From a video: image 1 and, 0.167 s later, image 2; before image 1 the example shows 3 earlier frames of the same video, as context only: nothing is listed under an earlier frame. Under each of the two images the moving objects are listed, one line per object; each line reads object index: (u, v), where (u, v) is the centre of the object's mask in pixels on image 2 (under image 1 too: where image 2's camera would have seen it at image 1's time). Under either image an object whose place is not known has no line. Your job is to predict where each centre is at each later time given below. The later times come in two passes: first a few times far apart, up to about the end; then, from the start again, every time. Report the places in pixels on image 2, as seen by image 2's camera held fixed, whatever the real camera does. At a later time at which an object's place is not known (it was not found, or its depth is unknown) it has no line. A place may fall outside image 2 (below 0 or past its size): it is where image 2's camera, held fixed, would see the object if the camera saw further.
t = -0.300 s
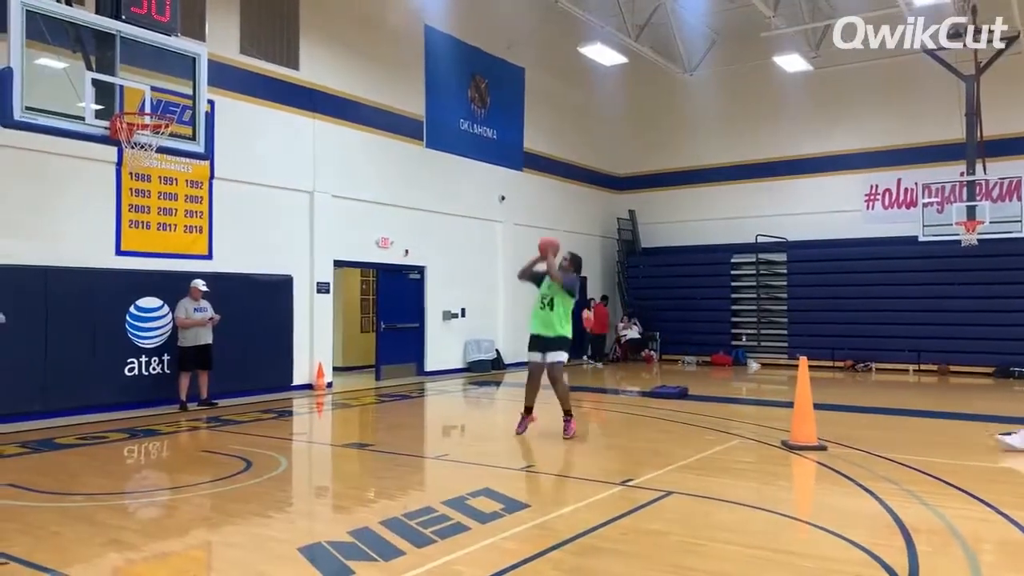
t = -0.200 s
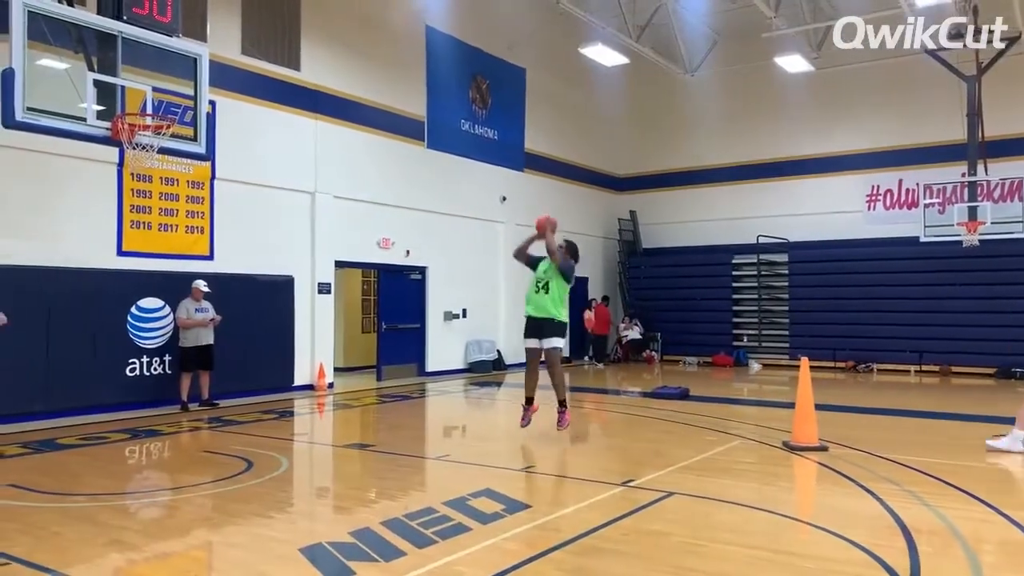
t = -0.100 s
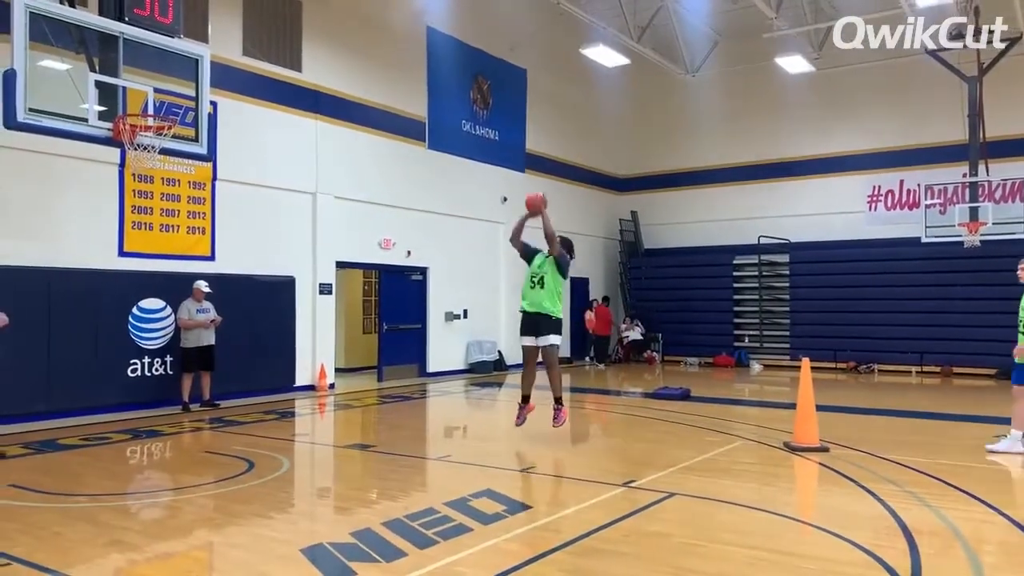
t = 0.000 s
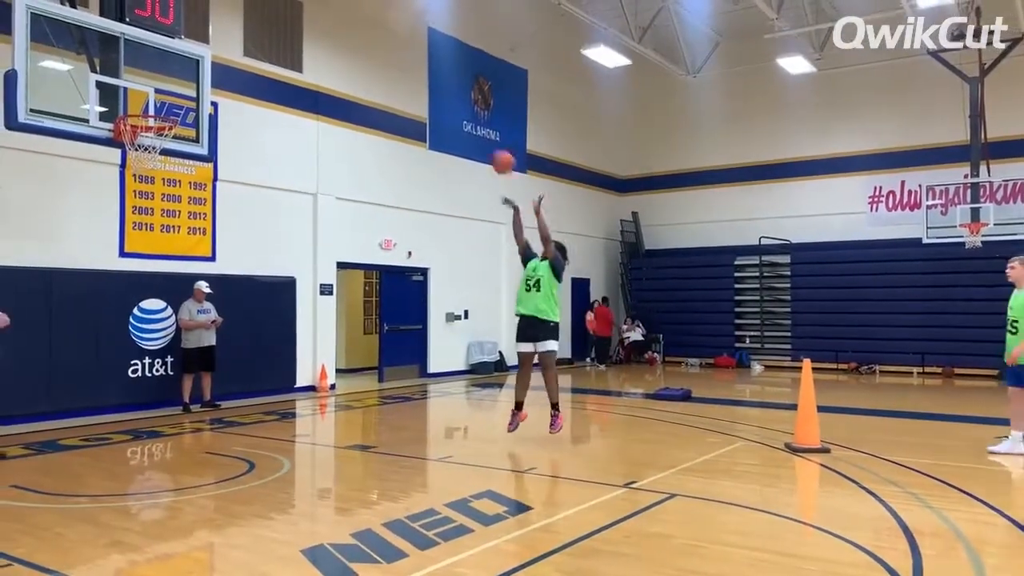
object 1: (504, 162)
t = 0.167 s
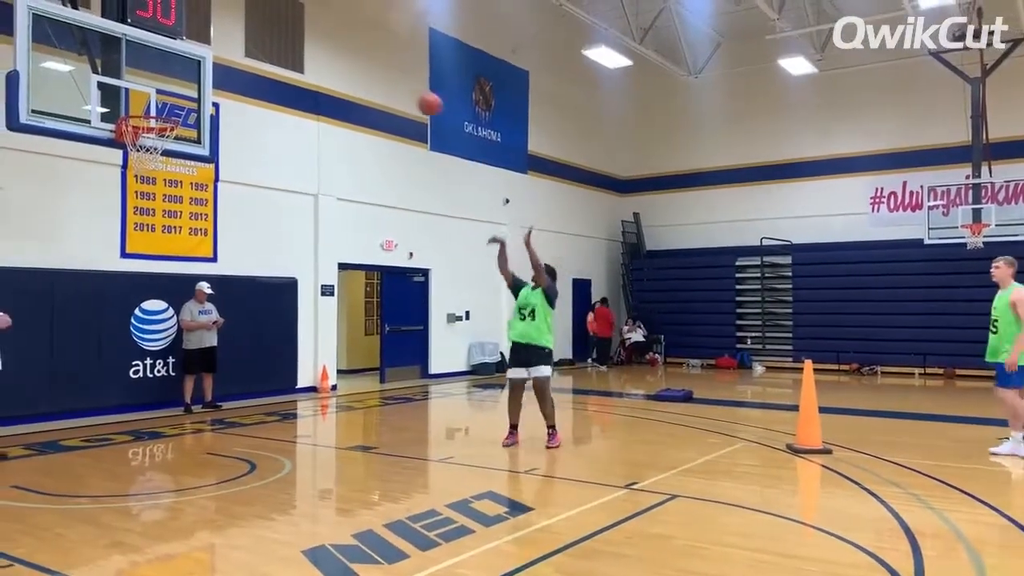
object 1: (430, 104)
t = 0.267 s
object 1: (382, 79)
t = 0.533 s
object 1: (249, 59)
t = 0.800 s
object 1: (147, 101)
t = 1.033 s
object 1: (145, 128)
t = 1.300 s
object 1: (136, 144)
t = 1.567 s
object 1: (154, 169)
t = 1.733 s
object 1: (153, 191)
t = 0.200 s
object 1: (413, 95)
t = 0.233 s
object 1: (398, 87)
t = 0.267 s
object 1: (382, 79)
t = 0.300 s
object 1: (365, 73)
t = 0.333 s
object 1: (349, 68)
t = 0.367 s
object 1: (333, 63)
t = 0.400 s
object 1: (316, 61)
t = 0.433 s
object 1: (300, 59)
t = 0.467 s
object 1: (281, 57)
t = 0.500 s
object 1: (266, 57)
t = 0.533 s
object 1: (249, 59)
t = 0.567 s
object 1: (229, 61)
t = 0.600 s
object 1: (213, 65)
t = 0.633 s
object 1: (194, 71)
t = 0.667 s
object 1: (176, 75)
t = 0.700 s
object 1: (155, 84)
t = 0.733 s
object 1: (150, 88)
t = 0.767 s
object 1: (149, 94)
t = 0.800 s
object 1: (147, 101)
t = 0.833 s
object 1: (145, 108)
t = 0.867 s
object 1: (146, 114)
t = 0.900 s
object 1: (155, 119)
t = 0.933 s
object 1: (162, 124)
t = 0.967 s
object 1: (156, 125)
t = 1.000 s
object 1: (145, 127)
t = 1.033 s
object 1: (145, 128)
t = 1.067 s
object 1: (142, 131)
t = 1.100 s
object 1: (130, 135)
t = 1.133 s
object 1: (129, 138)
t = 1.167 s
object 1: (128, 142)
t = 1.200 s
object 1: (128, 143)
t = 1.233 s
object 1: (128, 138)
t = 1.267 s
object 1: (129, 134)
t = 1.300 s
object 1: (136, 144)
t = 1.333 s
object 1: (139, 144)
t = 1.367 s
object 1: (144, 151)
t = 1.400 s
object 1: (147, 150)
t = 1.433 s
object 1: (149, 152)
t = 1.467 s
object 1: (153, 157)
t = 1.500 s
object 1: (154, 160)
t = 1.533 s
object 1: (155, 161)
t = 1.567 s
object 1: (154, 169)
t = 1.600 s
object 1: (155, 175)
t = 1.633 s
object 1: (155, 177)
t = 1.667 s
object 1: (154, 179)
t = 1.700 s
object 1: (154, 184)
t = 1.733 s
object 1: (153, 191)
